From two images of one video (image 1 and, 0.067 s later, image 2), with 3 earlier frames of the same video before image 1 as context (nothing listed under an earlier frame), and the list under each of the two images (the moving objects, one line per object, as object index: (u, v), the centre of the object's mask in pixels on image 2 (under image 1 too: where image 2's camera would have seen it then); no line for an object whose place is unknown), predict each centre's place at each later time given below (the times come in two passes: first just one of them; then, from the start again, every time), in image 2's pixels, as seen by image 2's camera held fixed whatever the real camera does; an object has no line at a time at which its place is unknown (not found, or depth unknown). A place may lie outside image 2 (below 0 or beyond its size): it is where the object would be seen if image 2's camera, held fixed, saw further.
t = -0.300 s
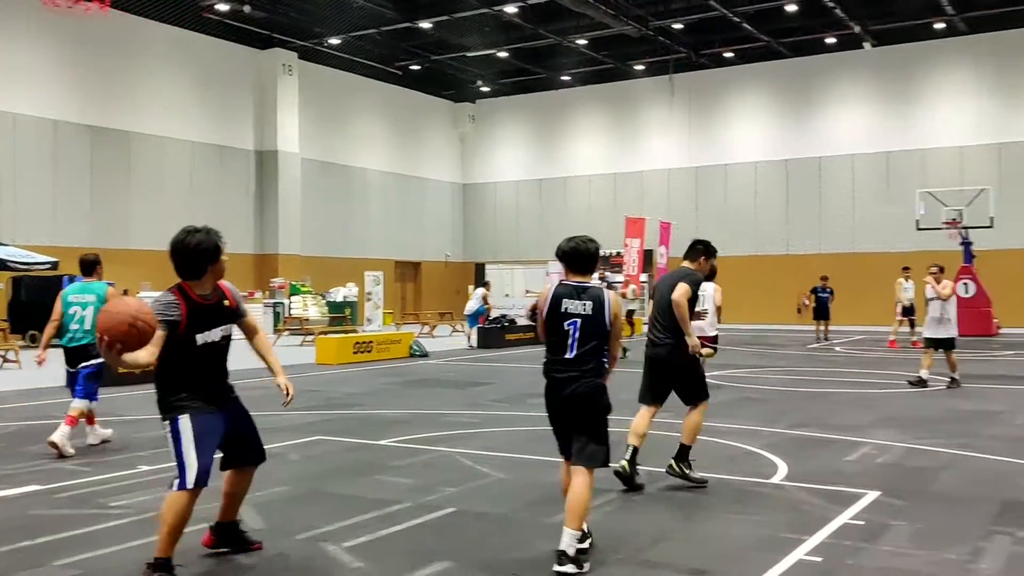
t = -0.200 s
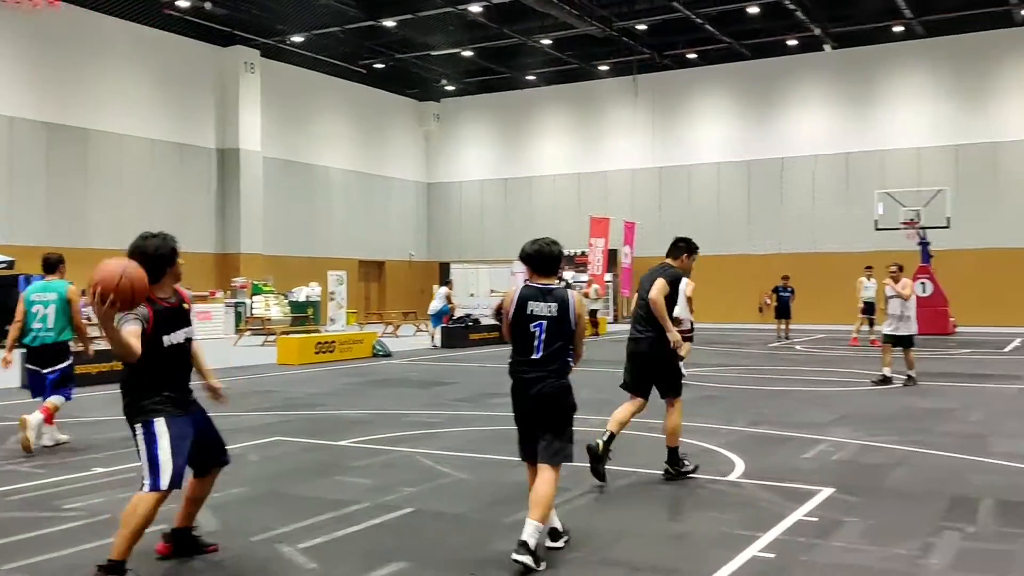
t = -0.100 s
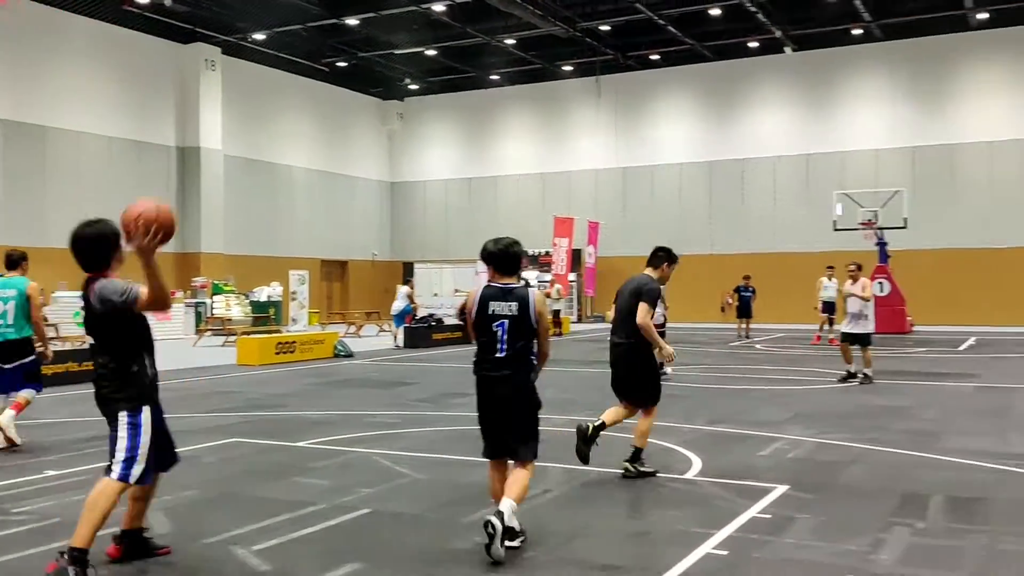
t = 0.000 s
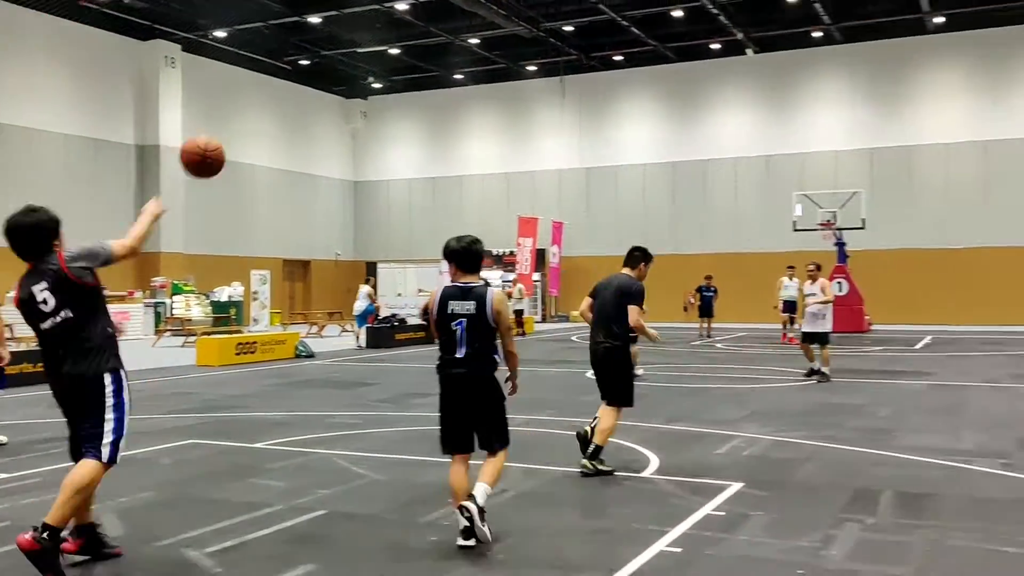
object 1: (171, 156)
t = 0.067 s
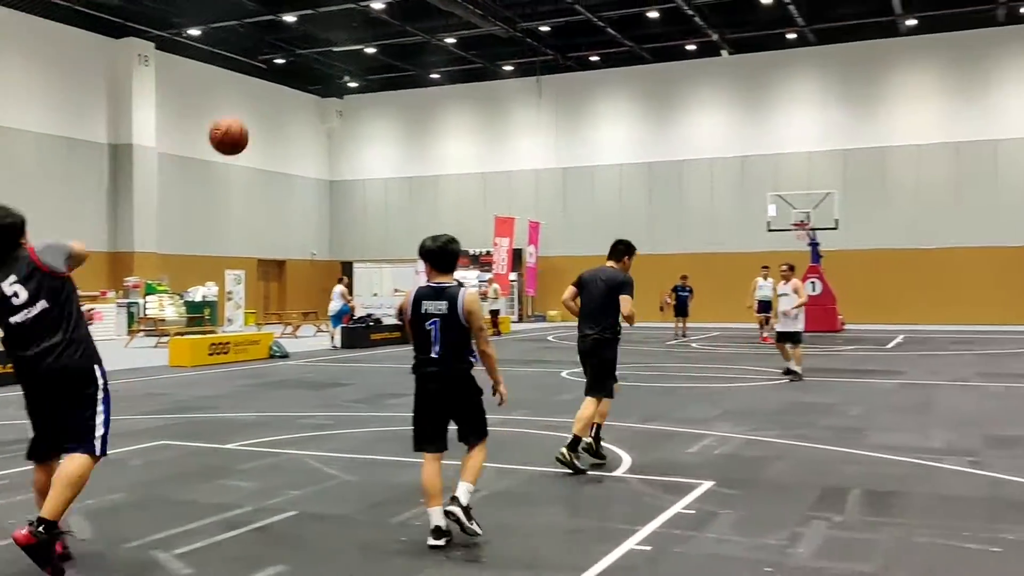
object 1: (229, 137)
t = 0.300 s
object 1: (348, 128)
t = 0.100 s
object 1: (251, 130)
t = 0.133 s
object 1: (271, 126)
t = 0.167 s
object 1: (290, 124)
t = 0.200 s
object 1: (306, 123)
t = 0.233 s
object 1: (321, 124)
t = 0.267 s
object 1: (335, 125)
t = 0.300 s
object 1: (348, 128)
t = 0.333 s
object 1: (359, 131)
